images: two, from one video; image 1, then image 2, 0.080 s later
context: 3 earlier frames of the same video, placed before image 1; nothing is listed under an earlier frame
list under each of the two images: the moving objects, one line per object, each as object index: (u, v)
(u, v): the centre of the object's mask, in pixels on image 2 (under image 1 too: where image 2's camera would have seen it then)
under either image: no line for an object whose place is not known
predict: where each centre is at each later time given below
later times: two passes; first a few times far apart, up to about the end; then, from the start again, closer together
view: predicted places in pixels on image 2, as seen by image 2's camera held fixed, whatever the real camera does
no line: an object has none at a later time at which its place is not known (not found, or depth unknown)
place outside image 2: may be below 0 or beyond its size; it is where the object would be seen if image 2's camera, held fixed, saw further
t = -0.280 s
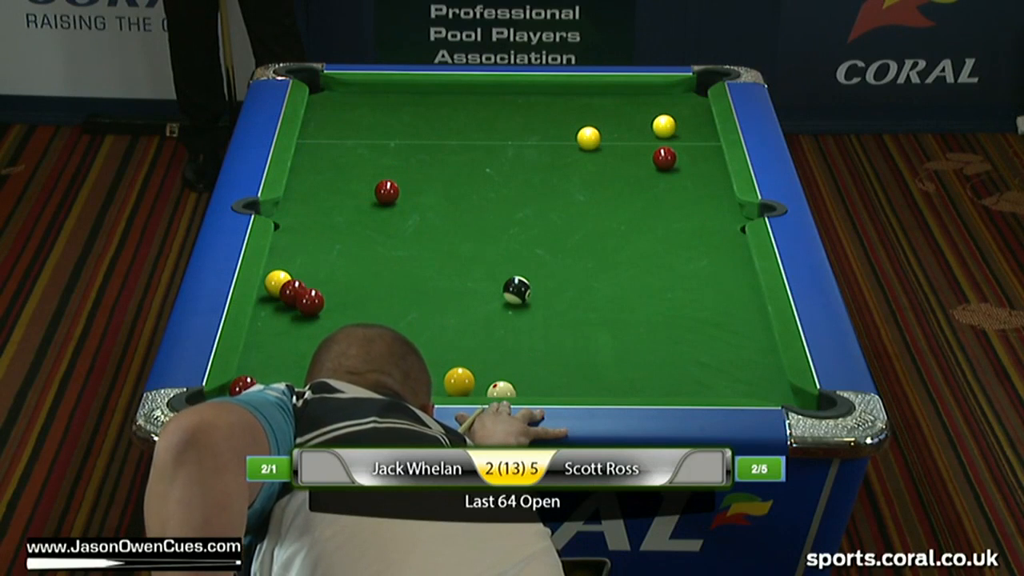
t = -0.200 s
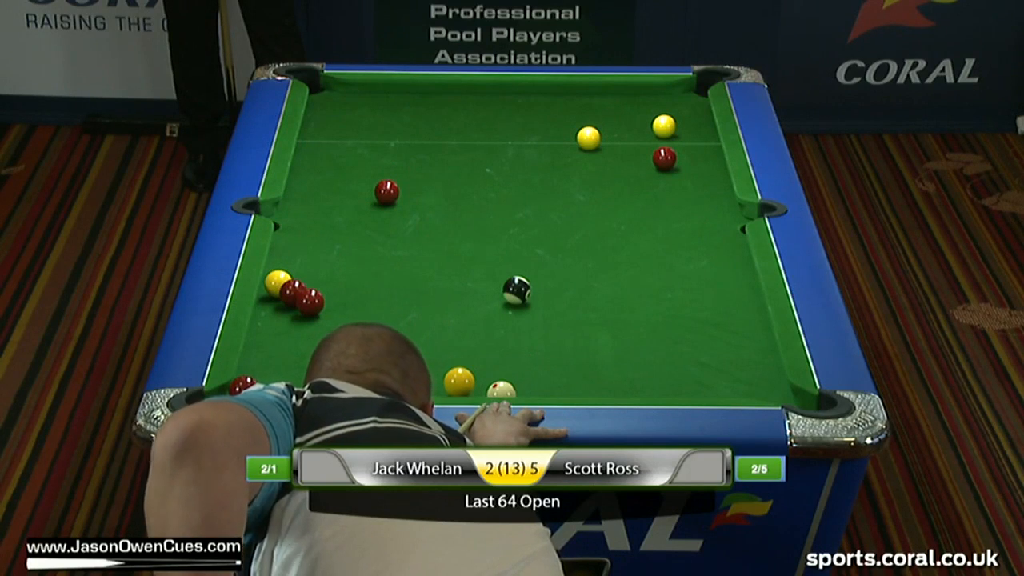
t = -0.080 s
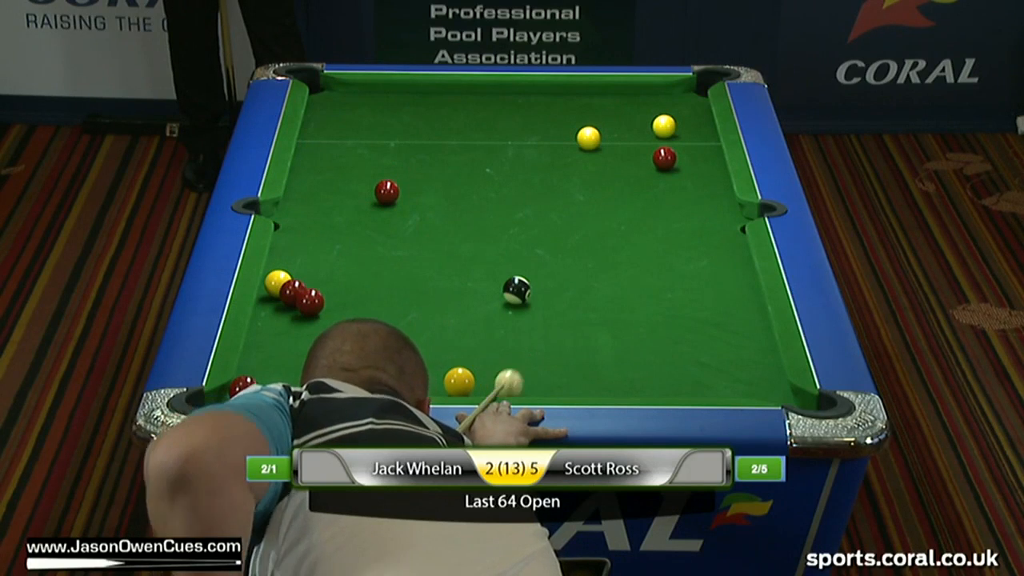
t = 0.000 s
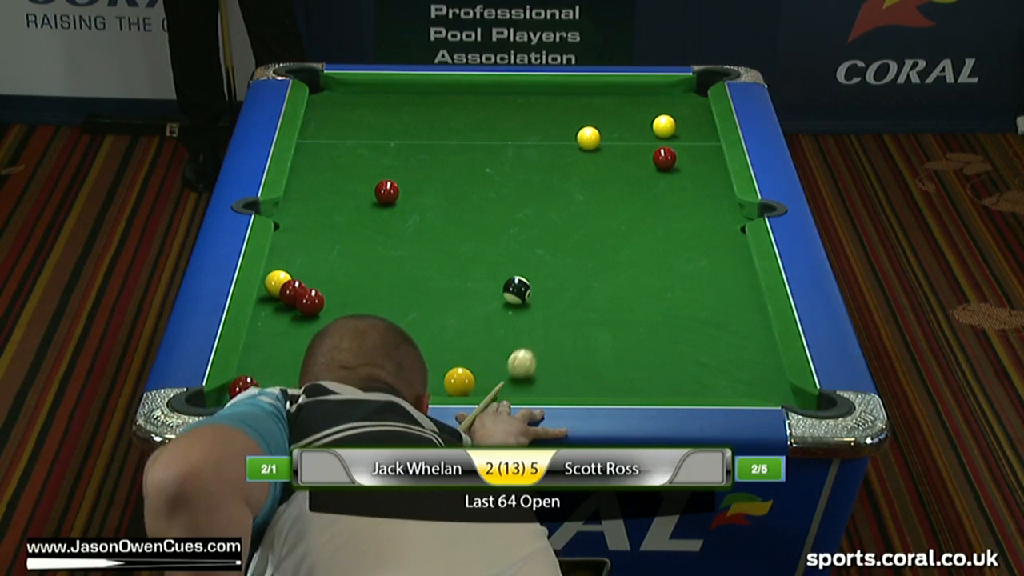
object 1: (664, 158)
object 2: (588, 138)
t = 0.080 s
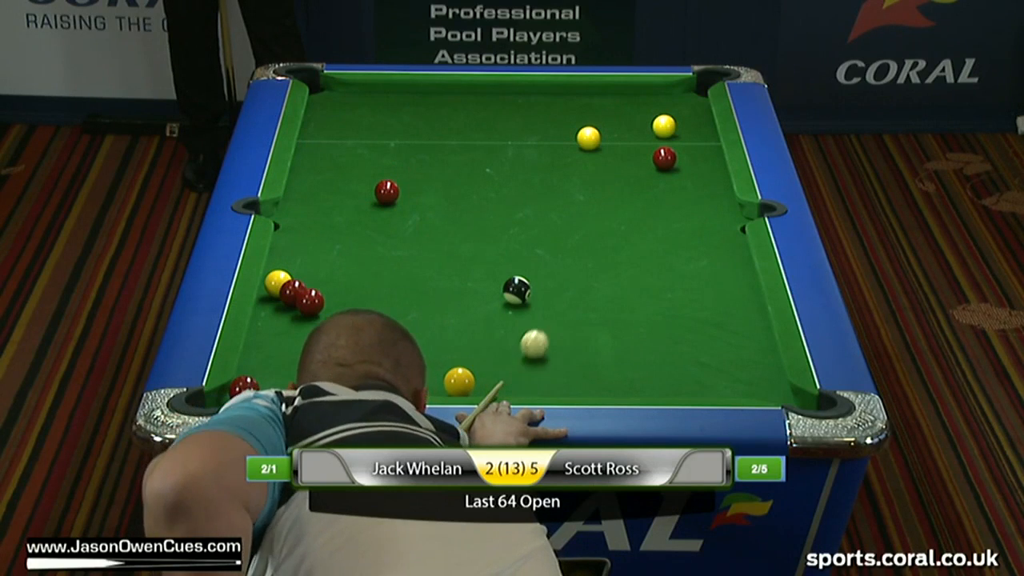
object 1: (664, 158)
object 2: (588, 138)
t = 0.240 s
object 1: (664, 158)
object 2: (588, 138)
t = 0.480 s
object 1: (664, 158)
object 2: (588, 138)
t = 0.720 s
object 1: (664, 158)
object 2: (588, 138)
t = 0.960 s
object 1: (664, 158)
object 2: (588, 138)
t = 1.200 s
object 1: (688, 144)
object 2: (588, 138)
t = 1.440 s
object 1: (699, 130)
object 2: (588, 138)
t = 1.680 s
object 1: (681, 118)
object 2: (584, 137)
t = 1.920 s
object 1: (662, 107)
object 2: (573, 134)
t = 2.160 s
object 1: (645, 100)
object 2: (563, 132)
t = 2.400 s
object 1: (631, 92)
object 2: (555, 130)
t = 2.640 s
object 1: (620, 90)
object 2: (549, 128)
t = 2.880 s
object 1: (612, 94)
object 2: (544, 128)
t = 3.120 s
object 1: (605, 98)
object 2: (548, 127)
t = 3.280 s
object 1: (601, 101)
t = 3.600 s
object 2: (541, 127)
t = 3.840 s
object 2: (541, 127)
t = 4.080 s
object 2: (541, 127)
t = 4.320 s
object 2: (541, 127)
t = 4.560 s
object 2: (541, 127)
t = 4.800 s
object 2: (541, 127)
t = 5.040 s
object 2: (541, 127)
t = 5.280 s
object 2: (541, 127)
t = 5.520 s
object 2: (541, 127)
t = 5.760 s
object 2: (541, 127)
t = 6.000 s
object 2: (541, 127)
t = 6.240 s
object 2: (541, 127)
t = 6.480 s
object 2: (541, 127)
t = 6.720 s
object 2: (541, 127)
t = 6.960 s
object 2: (541, 127)
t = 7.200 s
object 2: (541, 127)
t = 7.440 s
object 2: (541, 127)
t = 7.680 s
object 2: (541, 127)
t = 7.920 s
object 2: (541, 127)
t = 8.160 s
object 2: (541, 127)
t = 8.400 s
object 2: (541, 127)
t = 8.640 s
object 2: (541, 127)
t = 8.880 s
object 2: (541, 127)
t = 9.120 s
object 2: (541, 127)
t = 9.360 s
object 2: (541, 127)
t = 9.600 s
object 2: (541, 127)
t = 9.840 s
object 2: (541, 127)
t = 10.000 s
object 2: (541, 127)
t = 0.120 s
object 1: (664, 158)
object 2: (588, 138)
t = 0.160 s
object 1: (664, 158)
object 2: (588, 138)
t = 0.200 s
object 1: (664, 158)
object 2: (588, 138)
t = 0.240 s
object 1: (664, 158)
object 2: (588, 138)
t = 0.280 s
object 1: (664, 158)
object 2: (588, 138)
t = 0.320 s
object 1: (664, 158)
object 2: (588, 138)
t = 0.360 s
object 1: (664, 158)
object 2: (588, 138)
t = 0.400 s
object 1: (664, 158)
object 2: (588, 138)
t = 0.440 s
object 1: (664, 158)
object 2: (588, 138)
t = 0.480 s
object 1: (664, 158)
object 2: (588, 138)
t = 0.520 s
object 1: (664, 158)
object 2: (588, 138)
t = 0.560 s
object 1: (664, 158)
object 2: (588, 138)
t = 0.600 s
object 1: (664, 158)
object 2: (588, 138)
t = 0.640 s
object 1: (664, 158)
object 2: (588, 138)
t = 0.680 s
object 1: (664, 158)
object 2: (588, 138)
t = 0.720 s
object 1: (664, 158)
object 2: (588, 138)
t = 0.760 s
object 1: (664, 158)
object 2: (588, 138)
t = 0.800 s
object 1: (664, 158)
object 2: (588, 138)
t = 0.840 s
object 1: (664, 158)
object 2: (588, 138)
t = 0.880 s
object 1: (664, 158)
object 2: (588, 138)
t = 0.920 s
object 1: (664, 158)
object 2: (588, 138)
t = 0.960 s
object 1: (664, 158)
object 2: (588, 138)
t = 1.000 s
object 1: (666, 157)
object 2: (588, 138)
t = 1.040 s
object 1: (668, 156)
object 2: (588, 138)
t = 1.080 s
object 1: (672, 153)
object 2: (588, 138)
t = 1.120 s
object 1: (679, 150)
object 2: (588, 138)
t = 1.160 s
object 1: (684, 147)
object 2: (588, 138)
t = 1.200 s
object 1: (688, 144)
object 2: (588, 138)
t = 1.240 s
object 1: (693, 142)
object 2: (588, 138)
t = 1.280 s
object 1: (698, 139)
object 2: (588, 138)
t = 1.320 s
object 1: (702, 136)
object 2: (588, 138)
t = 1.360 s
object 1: (706, 134)
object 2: (588, 138)
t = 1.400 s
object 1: (703, 132)
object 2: (588, 138)
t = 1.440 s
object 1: (699, 130)
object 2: (588, 138)
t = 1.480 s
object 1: (696, 128)
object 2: (588, 138)
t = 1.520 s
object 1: (693, 126)
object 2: (588, 138)
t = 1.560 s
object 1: (690, 124)
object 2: (588, 138)
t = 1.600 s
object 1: (686, 122)
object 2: (587, 137)
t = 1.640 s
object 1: (684, 120)
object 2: (586, 137)
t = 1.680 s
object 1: (681, 118)
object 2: (584, 137)
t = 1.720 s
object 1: (679, 115)
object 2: (582, 136)
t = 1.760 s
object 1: (675, 113)
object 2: (580, 136)
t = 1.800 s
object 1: (672, 111)
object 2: (578, 135)
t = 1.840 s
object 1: (669, 110)
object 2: (577, 135)
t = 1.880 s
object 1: (667, 109)
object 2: (575, 134)
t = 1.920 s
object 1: (662, 107)
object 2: (573, 134)
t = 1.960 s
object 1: (659, 106)
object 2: (571, 133)
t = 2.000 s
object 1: (656, 105)
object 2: (569, 133)
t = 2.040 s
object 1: (653, 103)
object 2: (568, 133)
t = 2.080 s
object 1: (651, 103)
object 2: (566, 132)
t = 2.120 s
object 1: (648, 101)
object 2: (565, 132)
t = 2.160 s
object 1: (645, 100)
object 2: (563, 132)
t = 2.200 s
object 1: (643, 98)
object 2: (562, 131)
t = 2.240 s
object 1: (640, 97)
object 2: (560, 131)
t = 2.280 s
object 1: (638, 95)
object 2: (559, 131)
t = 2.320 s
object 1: (635, 94)
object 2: (557, 130)
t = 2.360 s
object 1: (633, 93)
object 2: (556, 130)
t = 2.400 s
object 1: (631, 92)
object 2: (555, 130)
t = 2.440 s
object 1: (628, 90)
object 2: (554, 129)
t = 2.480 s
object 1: (626, 89)
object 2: (553, 129)
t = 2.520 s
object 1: (624, 88)
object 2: (551, 129)
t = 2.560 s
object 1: (622, 88)
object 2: (550, 129)
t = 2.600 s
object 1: (621, 89)
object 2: (549, 129)
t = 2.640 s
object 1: (620, 90)
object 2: (549, 128)
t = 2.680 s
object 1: (618, 91)
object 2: (548, 128)
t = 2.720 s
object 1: (617, 91)
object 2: (547, 128)
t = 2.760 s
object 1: (616, 92)
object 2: (546, 128)
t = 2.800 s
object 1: (615, 93)
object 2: (546, 128)
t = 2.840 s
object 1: (613, 93)
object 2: (545, 128)
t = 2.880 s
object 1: (612, 94)
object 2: (544, 128)
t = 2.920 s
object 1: (611, 95)
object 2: (544, 128)
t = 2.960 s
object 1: (610, 96)
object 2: (543, 127)
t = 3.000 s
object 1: (608, 96)
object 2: (543, 127)
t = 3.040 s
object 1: (607, 97)
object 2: (542, 127)
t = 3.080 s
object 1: (606, 97)
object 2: (543, 127)
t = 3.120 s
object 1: (605, 98)
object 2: (548, 127)
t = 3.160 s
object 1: (604, 99)
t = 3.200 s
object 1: (603, 100)
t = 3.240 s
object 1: (602, 100)
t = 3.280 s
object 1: (601, 101)
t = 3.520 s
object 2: (533, 127)
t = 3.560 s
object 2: (540, 127)
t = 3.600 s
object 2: (541, 127)
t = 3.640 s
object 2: (541, 127)
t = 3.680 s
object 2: (541, 128)
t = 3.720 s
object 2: (541, 127)
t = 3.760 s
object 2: (541, 127)
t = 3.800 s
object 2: (541, 127)
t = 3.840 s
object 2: (541, 127)
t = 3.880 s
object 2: (541, 127)
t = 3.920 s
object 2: (541, 127)
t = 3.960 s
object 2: (541, 127)
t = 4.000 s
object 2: (541, 127)
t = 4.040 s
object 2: (541, 127)
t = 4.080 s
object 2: (541, 127)
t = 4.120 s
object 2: (541, 127)
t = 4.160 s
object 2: (541, 127)
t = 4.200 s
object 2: (541, 127)
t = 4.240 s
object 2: (541, 127)
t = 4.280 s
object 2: (541, 127)
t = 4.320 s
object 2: (541, 127)
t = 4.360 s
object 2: (541, 127)
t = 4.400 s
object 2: (541, 127)
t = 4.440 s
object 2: (541, 127)
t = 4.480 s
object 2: (541, 127)
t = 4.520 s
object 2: (541, 127)
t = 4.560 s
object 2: (541, 127)
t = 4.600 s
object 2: (541, 127)
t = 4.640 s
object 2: (541, 127)
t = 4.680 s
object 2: (541, 127)
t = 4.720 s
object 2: (541, 127)
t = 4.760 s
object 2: (541, 127)
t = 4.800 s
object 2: (541, 127)
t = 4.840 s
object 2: (541, 127)
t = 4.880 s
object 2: (541, 127)
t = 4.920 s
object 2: (541, 127)
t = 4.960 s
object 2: (541, 127)
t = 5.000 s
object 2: (541, 127)
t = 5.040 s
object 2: (541, 127)
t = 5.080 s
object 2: (541, 127)
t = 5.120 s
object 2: (541, 127)
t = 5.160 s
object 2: (541, 127)
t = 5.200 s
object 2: (541, 127)
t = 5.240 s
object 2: (541, 127)
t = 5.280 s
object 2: (541, 127)
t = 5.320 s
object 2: (541, 127)
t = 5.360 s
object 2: (541, 127)
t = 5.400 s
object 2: (541, 127)
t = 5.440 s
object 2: (541, 127)
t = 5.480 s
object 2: (541, 127)
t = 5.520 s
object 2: (541, 127)
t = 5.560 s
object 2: (541, 127)
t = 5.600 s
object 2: (541, 127)
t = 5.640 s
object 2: (541, 127)
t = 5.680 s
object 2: (541, 127)
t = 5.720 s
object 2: (541, 127)
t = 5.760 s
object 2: (541, 127)
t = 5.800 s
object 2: (541, 127)
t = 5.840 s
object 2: (541, 127)
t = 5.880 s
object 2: (541, 127)
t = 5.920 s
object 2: (541, 127)
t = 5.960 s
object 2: (541, 127)
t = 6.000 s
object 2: (541, 127)
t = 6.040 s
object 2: (541, 127)
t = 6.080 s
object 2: (541, 127)
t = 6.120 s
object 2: (541, 127)
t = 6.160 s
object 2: (541, 127)
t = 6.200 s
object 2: (541, 127)
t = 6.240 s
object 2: (541, 127)
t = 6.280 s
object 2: (541, 127)
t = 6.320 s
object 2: (541, 127)
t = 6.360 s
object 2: (541, 127)
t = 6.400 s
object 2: (541, 127)
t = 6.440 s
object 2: (541, 127)
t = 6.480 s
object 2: (541, 127)
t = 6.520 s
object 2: (541, 127)
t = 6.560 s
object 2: (541, 127)
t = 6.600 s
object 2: (541, 127)
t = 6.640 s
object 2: (541, 127)
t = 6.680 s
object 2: (541, 127)
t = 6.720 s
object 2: (541, 127)
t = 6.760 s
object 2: (541, 127)
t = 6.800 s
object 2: (541, 127)
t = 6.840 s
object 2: (541, 127)
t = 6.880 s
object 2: (541, 127)
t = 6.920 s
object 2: (541, 127)
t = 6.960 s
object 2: (541, 127)
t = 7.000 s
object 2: (541, 127)
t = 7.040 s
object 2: (541, 127)
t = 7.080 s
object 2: (541, 127)
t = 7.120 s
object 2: (541, 127)
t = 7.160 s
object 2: (541, 127)
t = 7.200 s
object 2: (541, 127)
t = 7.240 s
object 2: (541, 127)
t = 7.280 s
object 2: (541, 127)
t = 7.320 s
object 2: (541, 127)
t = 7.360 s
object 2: (541, 127)
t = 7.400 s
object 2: (541, 127)
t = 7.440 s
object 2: (541, 127)
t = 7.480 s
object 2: (541, 127)
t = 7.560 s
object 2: (541, 127)
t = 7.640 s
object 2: (541, 127)
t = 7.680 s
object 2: (541, 127)
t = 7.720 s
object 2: (541, 127)
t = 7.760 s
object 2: (541, 127)
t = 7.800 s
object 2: (541, 127)
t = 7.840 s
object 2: (541, 127)
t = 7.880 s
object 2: (541, 127)
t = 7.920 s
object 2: (541, 127)
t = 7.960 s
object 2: (541, 127)
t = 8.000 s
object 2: (541, 127)
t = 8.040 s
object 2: (541, 127)
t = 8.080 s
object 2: (541, 127)
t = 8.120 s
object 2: (541, 127)
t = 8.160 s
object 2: (541, 127)
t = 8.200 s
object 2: (541, 127)
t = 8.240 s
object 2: (541, 127)
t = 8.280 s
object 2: (541, 127)
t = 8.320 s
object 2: (541, 127)
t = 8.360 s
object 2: (541, 127)
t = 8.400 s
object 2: (541, 127)
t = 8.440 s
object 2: (541, 127)
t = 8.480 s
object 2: (541, 127)
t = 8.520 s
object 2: (541, 127)
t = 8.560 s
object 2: (541, 127)
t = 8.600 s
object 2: (541, 127)
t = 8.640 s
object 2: (541, 127)
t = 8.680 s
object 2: (541, 127)
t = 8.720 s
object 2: (541, 127)
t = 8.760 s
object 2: (541, 127)
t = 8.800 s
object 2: (541, 127)
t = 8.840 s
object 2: (541, 127)
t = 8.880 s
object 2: (541, 127)
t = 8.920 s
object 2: (541, 127)
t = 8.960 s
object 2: (541, 127)
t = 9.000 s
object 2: (541, 127)
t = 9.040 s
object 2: (541, 127)
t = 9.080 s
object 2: (541, 127)
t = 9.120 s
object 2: (541, 127)
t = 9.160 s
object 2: (541, 127)
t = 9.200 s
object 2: (541, 127)
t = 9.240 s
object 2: (541, 127)
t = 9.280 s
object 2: (541, 127)
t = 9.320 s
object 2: (541, 127)
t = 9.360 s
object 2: (541, 127)
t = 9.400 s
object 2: (541, 127)
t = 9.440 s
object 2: (541, 127)
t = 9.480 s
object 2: (541, 127)
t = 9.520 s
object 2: (541, 127)
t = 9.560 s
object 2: (541, 127)
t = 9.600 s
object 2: (541, 127)
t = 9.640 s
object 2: (541, 127)
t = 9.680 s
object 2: (541, 127)
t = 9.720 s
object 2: (541, 127)
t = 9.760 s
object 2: (541, 127)
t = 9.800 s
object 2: (541, 127)
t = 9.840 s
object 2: (541, 127)
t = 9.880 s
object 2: (541, 127)
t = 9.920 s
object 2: (541, 127)
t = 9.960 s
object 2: (541, 127)
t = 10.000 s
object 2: (541, 127)
